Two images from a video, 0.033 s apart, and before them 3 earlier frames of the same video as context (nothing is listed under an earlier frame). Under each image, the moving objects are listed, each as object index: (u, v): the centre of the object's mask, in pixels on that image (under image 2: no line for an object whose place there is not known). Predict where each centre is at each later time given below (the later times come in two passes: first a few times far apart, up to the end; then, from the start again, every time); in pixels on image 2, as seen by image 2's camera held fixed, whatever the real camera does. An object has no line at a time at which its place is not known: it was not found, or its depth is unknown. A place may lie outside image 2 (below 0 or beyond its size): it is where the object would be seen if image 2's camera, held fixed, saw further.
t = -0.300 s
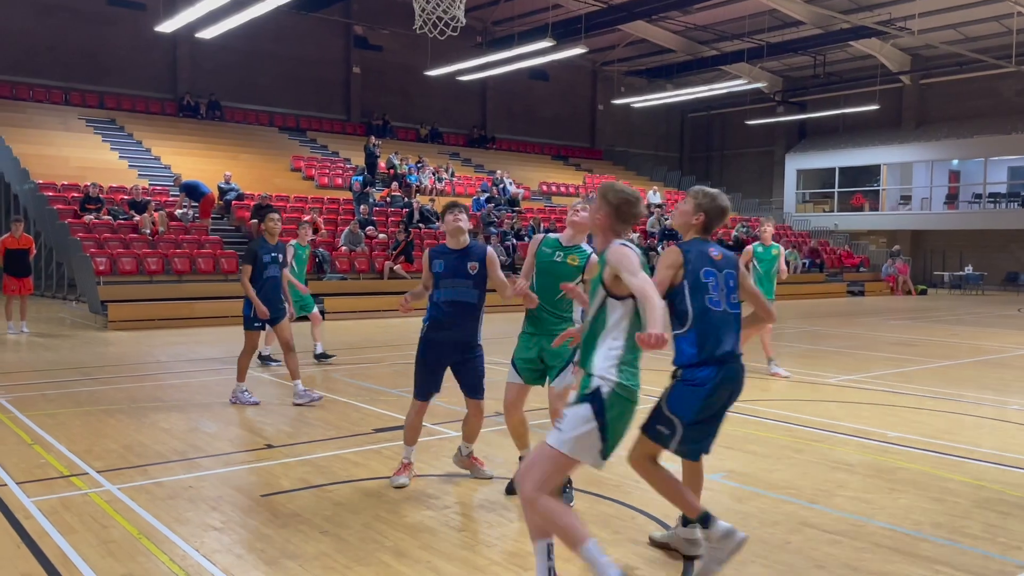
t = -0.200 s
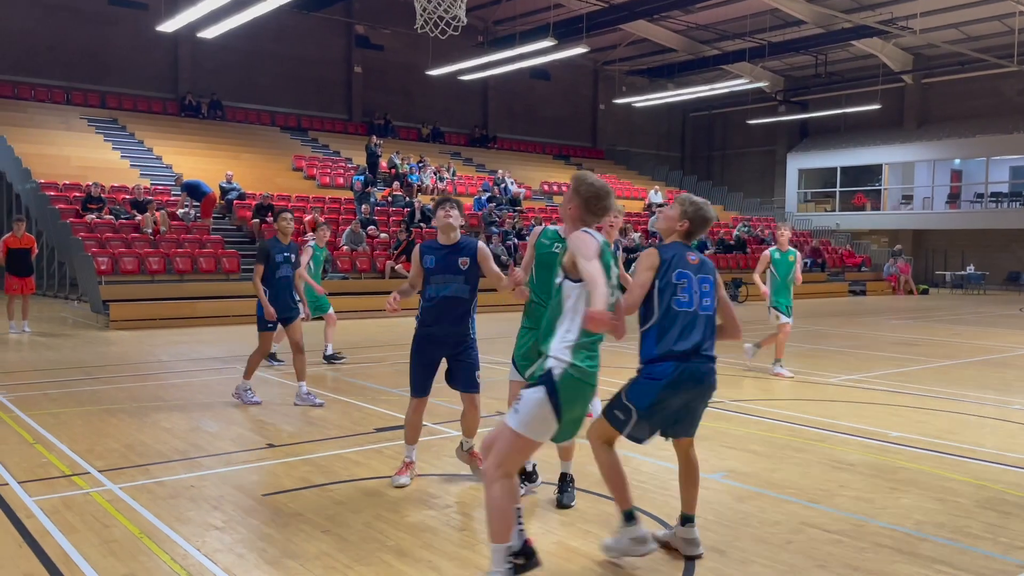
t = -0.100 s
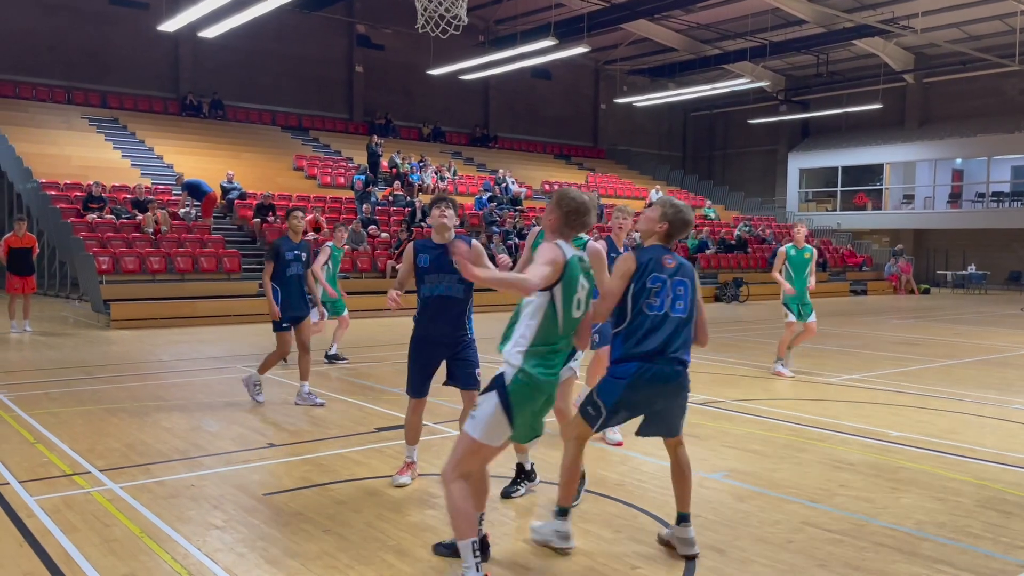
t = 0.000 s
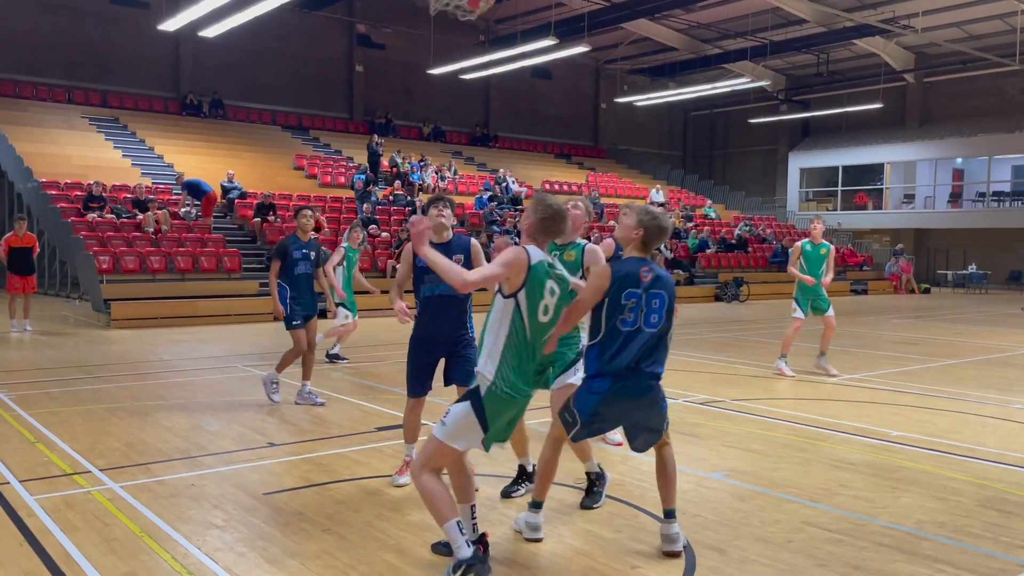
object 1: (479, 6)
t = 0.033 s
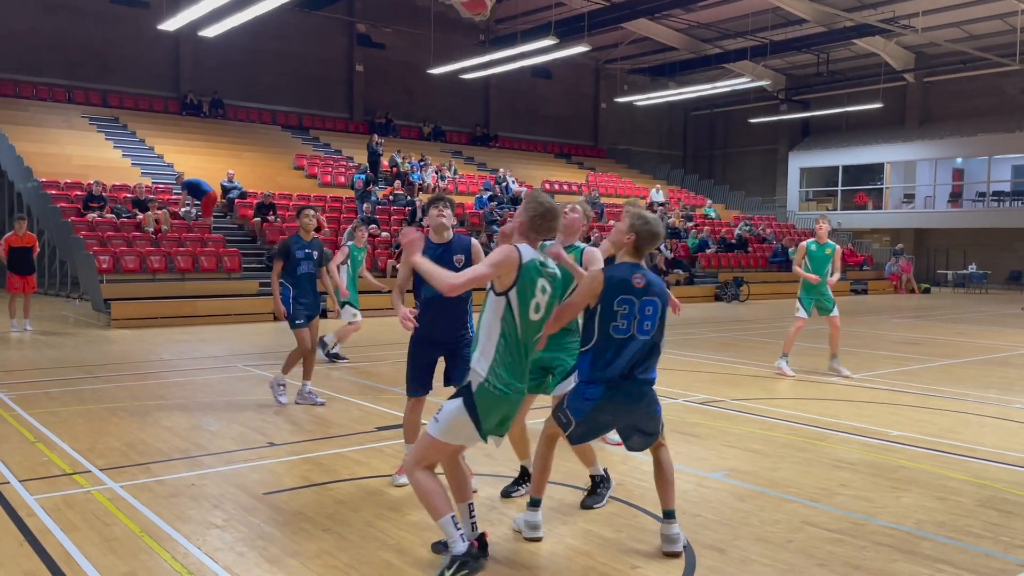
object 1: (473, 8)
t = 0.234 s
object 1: (435, 15)
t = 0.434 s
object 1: (397, 71)
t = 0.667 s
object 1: (351, 253)
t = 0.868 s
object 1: (305, 500)
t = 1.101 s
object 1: (276, 358)
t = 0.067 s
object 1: (468, 9)
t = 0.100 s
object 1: (461, 10)
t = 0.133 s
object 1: (454, 11)
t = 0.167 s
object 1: (447, 12)
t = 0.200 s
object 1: (438, 14)
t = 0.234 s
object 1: (435, 15)
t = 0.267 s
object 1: (430, 17)
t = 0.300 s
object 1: (422, 22)
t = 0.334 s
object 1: (416, 29)
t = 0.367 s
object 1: (410, 41)
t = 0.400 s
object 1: (404, 55)
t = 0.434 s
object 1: (397, 71)
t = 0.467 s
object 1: (391, 90)
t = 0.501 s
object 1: (384, 111)
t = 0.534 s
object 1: (378, 133)
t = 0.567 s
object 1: (373, 159)
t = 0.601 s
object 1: (365, 188)
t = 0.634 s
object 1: (359, 219)
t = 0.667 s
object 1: (351, 253)
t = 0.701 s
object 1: (346, 286)
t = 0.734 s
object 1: (337, 323)
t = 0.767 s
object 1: (329, 363)
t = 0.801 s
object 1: (321, 406)
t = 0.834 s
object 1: (313, 452)
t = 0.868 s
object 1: (305, 500)
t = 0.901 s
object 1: (299, 543)
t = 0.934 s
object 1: (295, 507)
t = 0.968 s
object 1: (292, 473)
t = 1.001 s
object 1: (289, 441)
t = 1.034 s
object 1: (284, 412)
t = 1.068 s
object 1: (280, 384)
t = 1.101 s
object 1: (276, 358)
